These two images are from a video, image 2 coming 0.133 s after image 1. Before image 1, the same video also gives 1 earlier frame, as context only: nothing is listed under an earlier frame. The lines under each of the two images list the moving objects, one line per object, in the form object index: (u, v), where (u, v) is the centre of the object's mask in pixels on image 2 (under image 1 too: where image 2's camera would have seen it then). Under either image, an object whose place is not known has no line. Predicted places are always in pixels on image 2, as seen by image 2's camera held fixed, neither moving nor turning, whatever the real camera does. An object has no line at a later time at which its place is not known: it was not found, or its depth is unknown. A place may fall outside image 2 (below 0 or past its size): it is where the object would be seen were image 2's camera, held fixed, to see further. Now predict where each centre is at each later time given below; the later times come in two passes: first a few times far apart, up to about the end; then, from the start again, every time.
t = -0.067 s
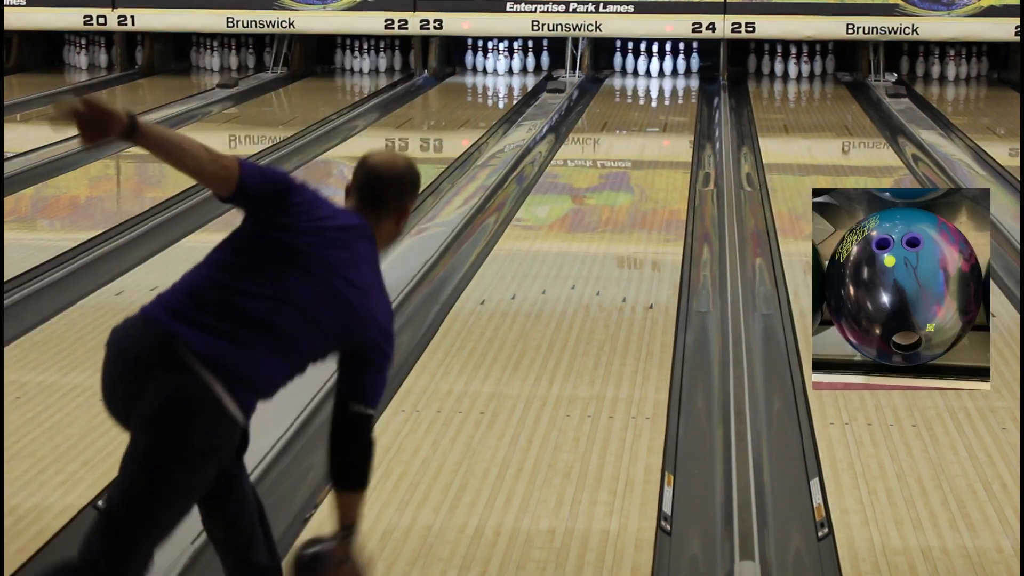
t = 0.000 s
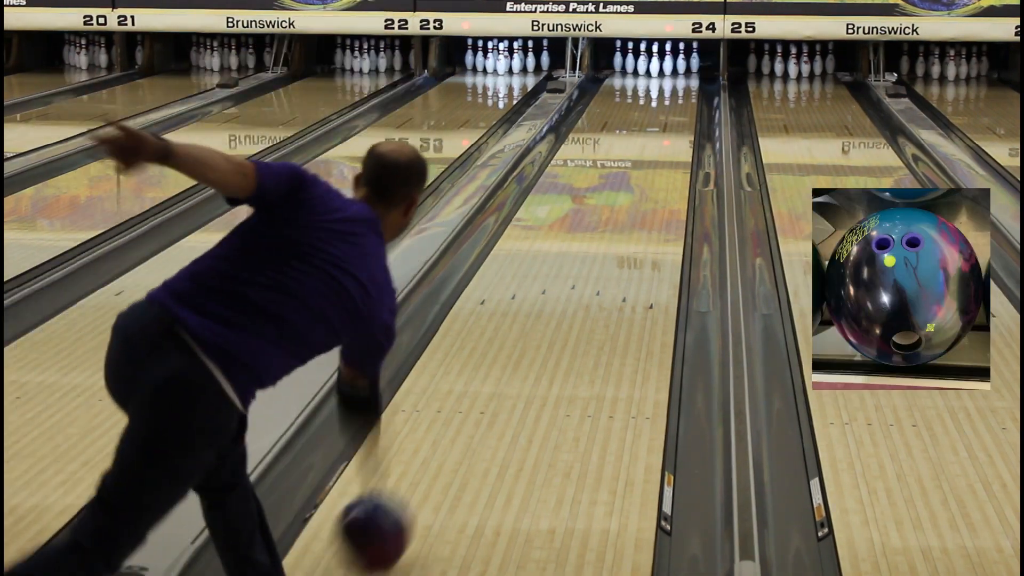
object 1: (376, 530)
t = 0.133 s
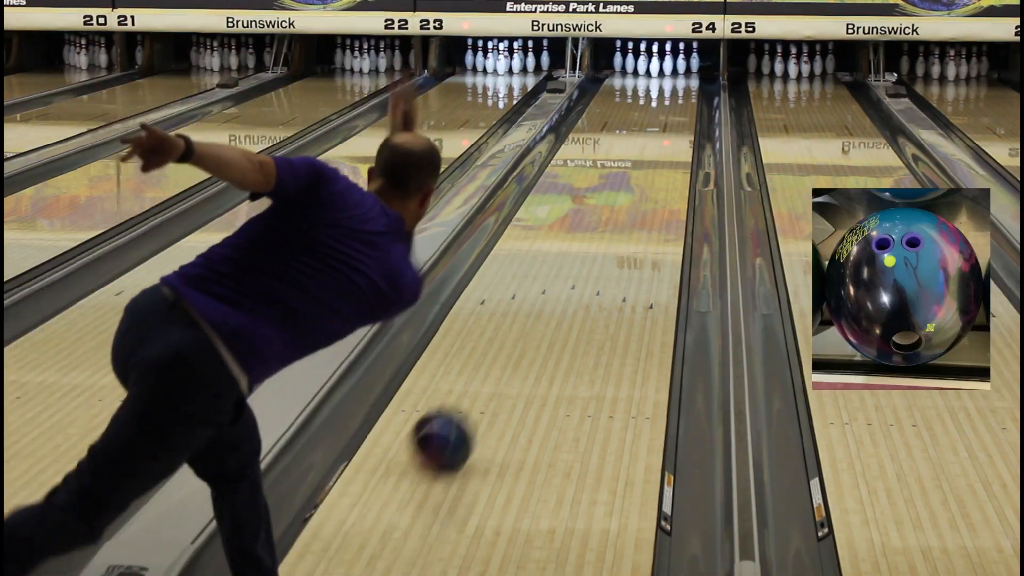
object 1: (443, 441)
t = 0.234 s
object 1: (482, 387)
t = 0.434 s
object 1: (539, 308)
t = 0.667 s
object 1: (585, 243)
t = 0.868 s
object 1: (612, 203)
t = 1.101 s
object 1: (637, 168)
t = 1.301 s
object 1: (652, 143)
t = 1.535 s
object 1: (666, 121)
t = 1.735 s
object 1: (673, 106)
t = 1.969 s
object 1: (675, 90)
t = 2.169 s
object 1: (671, 80)
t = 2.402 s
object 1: (662, 69)
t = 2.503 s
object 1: (662, 67)
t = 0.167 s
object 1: (457, 420)
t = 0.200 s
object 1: (470, 403)
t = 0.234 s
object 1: (482, 387)
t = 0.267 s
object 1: (493, 372)
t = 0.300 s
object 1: (503, 357)
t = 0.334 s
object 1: (513, 344)
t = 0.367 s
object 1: (522, 331)
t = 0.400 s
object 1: (531, 318)
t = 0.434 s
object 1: (539, 308)
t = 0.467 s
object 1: (547, 296)
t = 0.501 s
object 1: (554, 286)
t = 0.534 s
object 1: (561, 276)
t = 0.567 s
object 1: (567, 267)
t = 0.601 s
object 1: (573, 259)
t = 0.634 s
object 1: (579, 251)
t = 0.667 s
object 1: (585, 243)
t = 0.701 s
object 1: (590, 235)
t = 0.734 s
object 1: (595, 229)
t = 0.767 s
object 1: (600, 222)
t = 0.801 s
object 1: (604, 216)
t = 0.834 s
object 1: (608, 210)
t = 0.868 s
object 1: (612, 203)
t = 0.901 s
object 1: (616, 198)
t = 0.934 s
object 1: (620, 192)
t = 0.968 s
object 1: (624, 187)
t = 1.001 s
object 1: (627, 181)
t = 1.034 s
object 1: (631, 177)
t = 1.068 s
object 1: (634, 172)
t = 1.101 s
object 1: (637, 168)
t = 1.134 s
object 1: (640, 163)
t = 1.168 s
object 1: (643, 159)
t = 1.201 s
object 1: (645, 155)
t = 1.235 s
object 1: (648, 151)
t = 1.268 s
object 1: (650, 147)
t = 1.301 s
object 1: (652, 143)
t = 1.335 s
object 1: (655, 140)
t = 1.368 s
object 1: (657, 137)
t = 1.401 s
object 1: (659, 133)
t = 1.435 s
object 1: (661, 130)
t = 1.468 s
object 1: (663, 127)
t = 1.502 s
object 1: (664, 124)
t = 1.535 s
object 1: (666, 121)
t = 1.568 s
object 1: (667, 119)
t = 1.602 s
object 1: (669, 116)
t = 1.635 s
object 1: (670, 113)
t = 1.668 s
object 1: (671, 110)
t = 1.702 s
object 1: (672, 108)
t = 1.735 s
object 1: (673, 106)
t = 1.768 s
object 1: (674, 103)
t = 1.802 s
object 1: (675, 101)
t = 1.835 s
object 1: (675, 98)
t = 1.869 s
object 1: (675, 96)
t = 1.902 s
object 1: (675, 94)
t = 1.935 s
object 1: (675, 92)
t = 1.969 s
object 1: (675, 90)
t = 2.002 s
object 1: (675, 88)
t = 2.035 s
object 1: (674, 87)
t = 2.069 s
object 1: (674, 85)
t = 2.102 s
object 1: (673, 83)
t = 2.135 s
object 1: (672, 81)
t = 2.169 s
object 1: (671, 80)
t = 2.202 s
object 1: (669, 78)
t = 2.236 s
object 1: (668, 77)
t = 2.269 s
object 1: (667, 76)
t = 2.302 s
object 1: (665, 74)
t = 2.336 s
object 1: (664, 72)
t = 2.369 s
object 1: (663, 70)
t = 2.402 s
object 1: (662, 69)
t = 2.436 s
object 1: (662, 69)
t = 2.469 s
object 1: (662, 68)
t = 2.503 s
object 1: (662, 67)
